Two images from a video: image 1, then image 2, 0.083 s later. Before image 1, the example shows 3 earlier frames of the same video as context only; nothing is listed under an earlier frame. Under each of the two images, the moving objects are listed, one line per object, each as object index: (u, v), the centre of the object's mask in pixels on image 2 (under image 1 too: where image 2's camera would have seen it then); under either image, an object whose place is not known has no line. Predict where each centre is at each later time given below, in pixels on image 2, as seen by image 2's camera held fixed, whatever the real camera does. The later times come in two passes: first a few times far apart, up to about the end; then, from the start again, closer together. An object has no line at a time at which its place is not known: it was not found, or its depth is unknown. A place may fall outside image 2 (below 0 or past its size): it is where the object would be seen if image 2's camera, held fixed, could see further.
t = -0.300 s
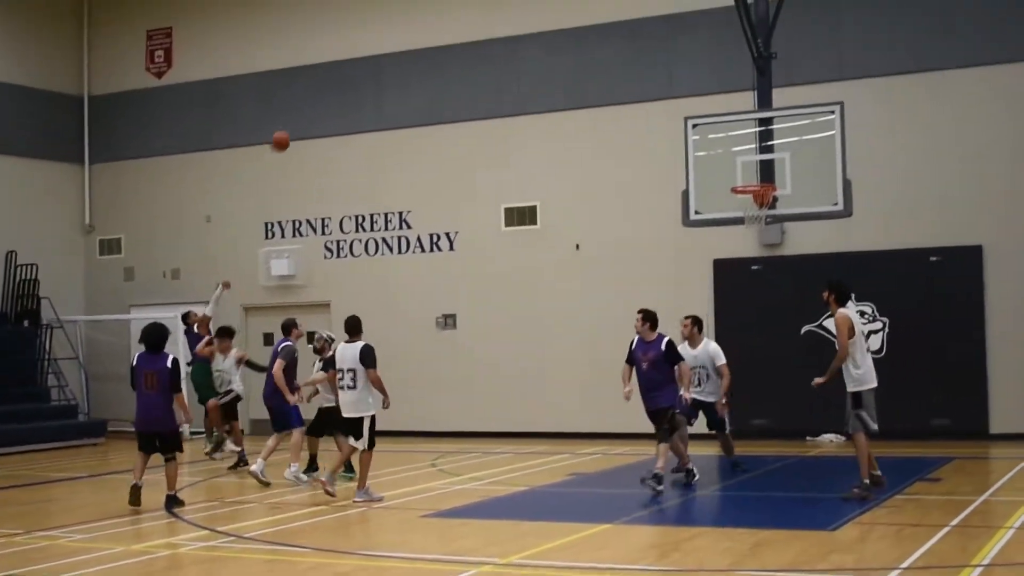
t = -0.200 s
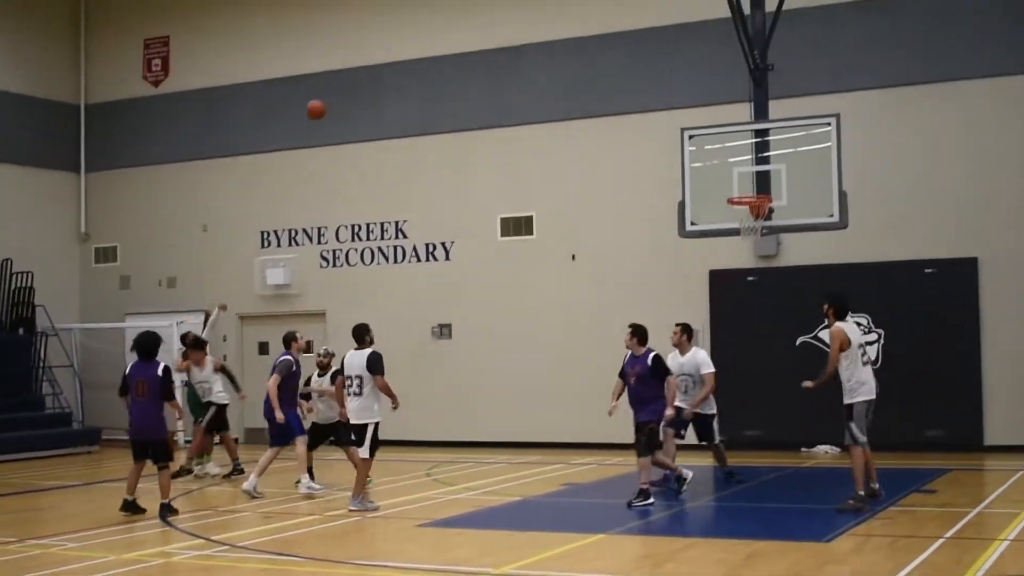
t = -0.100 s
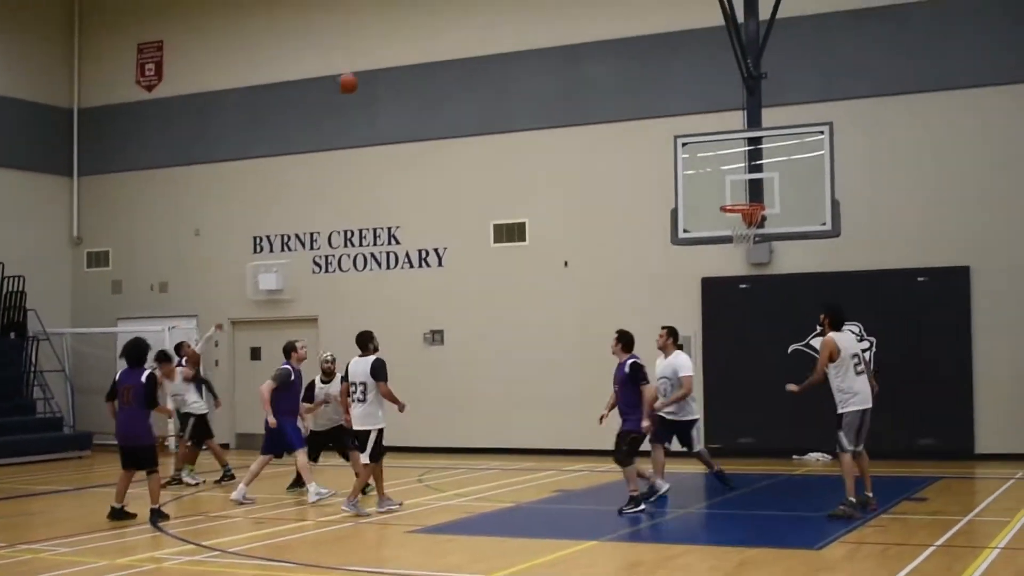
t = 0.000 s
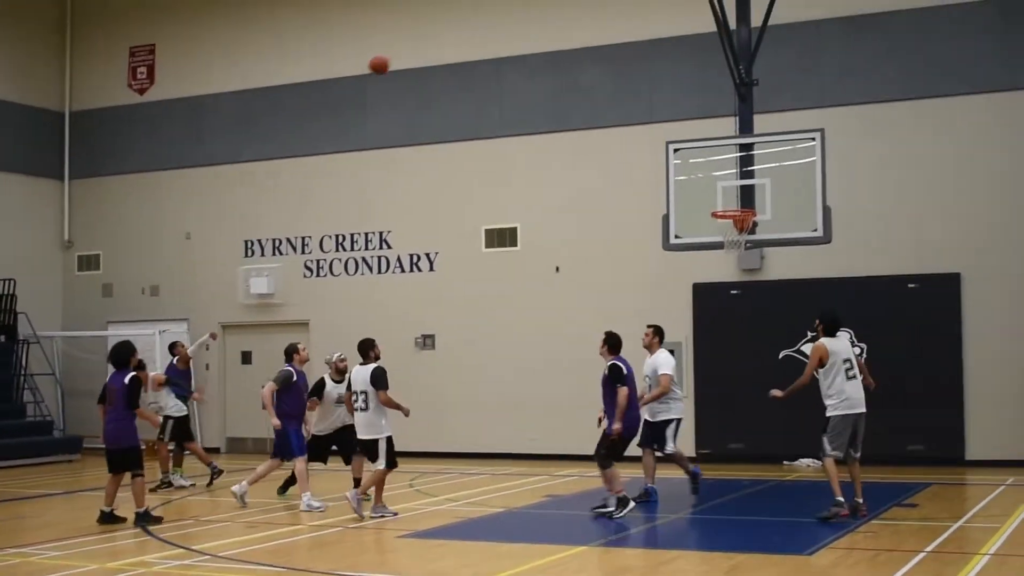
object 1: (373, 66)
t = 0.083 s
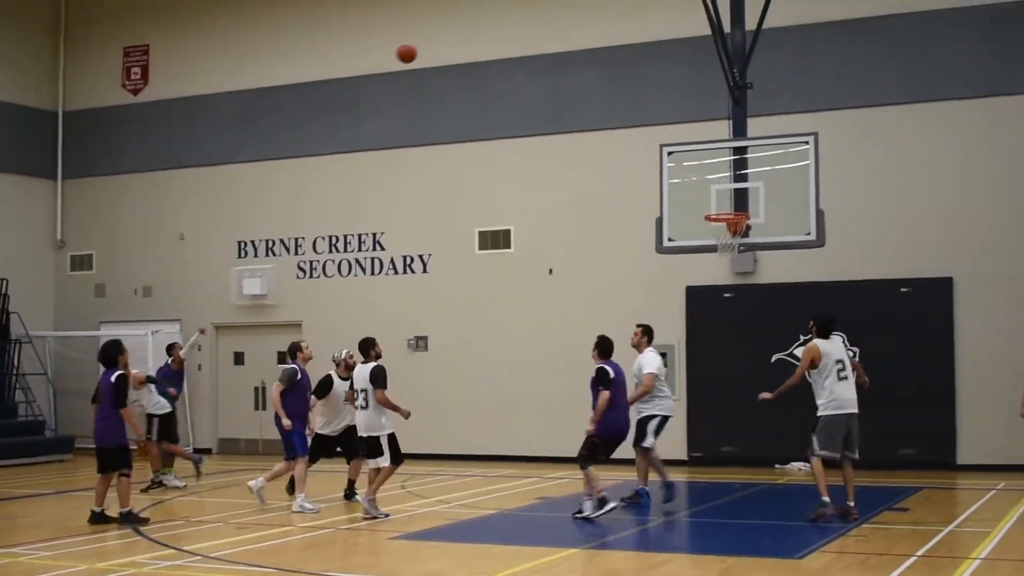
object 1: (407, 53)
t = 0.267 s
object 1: (480, 44)
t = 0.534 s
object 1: (590, 79)
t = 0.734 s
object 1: (669, 149)
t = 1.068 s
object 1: (763, 257)
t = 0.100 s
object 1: (413, 51)
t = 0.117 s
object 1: (420, 49)
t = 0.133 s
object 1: (426, 48)
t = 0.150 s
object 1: (434, 47)
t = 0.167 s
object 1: (440, 45)
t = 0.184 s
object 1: (447, 45)
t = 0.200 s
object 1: (454, 44)
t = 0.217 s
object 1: (460, 43)
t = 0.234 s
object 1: (467, 43)
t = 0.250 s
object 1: (474, 43)
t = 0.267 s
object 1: (480, 44)
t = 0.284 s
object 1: (487, 44)
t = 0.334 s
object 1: (506, 47)
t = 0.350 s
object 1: (514, 48)
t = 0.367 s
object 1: (521, 50)
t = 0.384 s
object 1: (528, 52)
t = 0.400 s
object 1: (535, 54)
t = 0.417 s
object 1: (542, 56)
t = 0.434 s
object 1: (548, 59)
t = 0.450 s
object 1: (556, 62)
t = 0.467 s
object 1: (563, 65)
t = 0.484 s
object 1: (570, 68)
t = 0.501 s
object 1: (577, 71)
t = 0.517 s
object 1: (584, 75)
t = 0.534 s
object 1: (590, 79)
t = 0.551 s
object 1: (597, 83)
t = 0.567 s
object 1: (604, 88)
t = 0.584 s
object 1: (610, 93)
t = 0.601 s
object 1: (620, 99)
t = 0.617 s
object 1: (626, 104)
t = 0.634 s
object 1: (633, 110)
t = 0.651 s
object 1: (639, 115)
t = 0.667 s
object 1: (645, 121)
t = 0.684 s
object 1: (648, 128)
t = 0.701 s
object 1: (656, 135)
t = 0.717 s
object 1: (662, 142)
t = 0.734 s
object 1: (669, 149)
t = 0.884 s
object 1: (737, 226)
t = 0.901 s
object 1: (746, 231)
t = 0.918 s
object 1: (749, 234)
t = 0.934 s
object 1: (751, 239)
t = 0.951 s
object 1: (754, 239)
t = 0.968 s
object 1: (755, 240)
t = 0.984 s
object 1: (756, 244)
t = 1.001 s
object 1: (757, 246)
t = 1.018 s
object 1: (752, 250)
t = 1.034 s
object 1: (761, 251)
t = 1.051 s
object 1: (762, 253)
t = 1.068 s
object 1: (763, 257)
